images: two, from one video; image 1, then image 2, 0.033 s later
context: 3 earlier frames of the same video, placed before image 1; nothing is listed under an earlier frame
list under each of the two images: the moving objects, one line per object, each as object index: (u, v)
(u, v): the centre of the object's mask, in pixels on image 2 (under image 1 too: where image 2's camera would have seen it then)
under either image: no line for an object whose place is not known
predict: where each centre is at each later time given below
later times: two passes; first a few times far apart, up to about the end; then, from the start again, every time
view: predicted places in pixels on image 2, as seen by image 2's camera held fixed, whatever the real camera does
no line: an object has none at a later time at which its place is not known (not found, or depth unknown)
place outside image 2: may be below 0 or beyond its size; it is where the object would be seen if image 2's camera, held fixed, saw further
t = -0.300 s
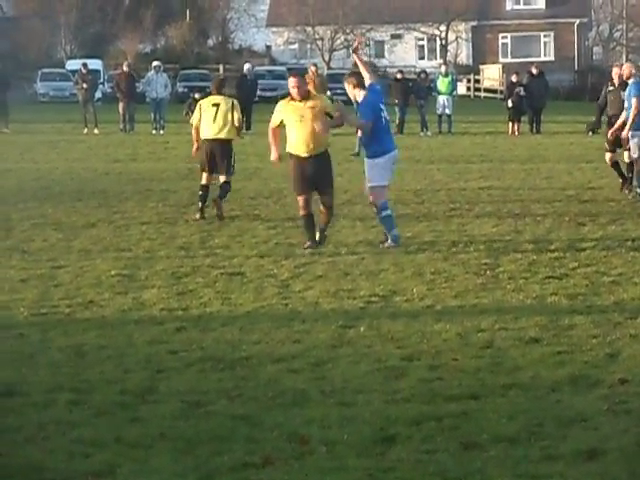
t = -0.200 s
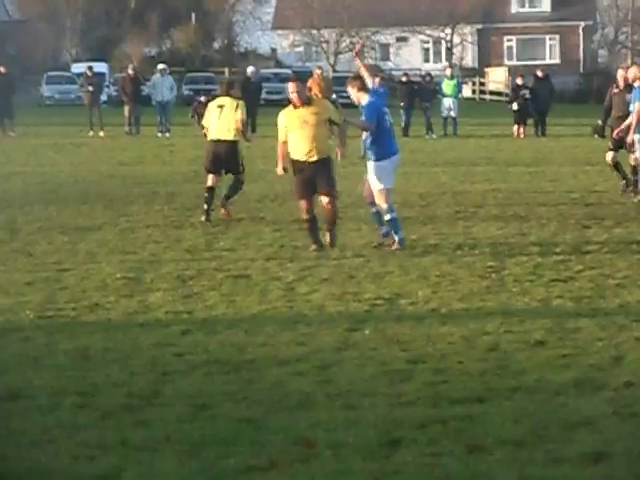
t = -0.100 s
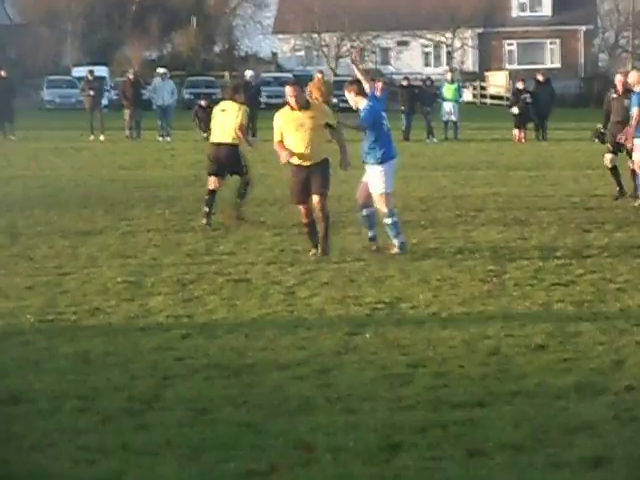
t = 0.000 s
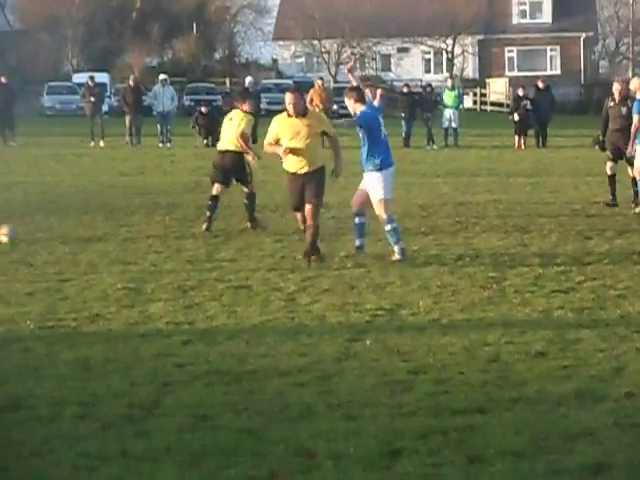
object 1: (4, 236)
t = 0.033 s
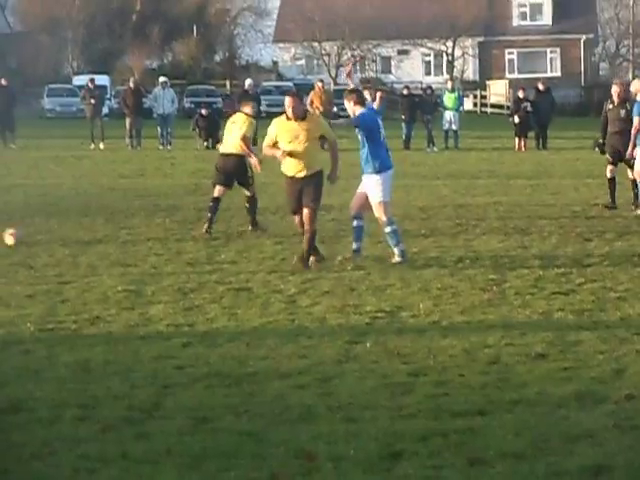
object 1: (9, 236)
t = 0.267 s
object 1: (48, 236)
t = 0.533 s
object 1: (86, 238)
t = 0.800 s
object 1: (118, 238)
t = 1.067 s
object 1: (148, 240)
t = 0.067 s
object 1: (15, 235)
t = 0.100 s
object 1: (21, 235)
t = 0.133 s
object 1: (27, 235)
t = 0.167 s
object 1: (33, 235)
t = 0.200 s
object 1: (38, 236)
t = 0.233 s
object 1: (43, 236)
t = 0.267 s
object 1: (48, 236)
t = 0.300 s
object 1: (53, 236)
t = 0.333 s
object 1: (60, 236)
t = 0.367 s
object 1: (65, 237)
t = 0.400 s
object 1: (67, 237)
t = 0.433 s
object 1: (71, 237)
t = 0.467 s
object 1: (77, 237)
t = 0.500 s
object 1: (81, 238)
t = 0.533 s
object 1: (86, 238)
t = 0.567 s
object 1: (90, 238)
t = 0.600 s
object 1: (94, 238)
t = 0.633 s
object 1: (98, 237)
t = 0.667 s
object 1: (102, 237)
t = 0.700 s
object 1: (105, 237)
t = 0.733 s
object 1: (110, 237)
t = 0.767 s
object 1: (115, 237)
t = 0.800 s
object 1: (118, 238)
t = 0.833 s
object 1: (121, 239)
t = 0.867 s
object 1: (125, 239)
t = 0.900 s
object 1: (129, 239)
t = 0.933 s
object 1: (133, 238)
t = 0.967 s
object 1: (136, 238)
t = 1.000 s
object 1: (140, 239)
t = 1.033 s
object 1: (146, 239)
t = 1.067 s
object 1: (148, 240)
